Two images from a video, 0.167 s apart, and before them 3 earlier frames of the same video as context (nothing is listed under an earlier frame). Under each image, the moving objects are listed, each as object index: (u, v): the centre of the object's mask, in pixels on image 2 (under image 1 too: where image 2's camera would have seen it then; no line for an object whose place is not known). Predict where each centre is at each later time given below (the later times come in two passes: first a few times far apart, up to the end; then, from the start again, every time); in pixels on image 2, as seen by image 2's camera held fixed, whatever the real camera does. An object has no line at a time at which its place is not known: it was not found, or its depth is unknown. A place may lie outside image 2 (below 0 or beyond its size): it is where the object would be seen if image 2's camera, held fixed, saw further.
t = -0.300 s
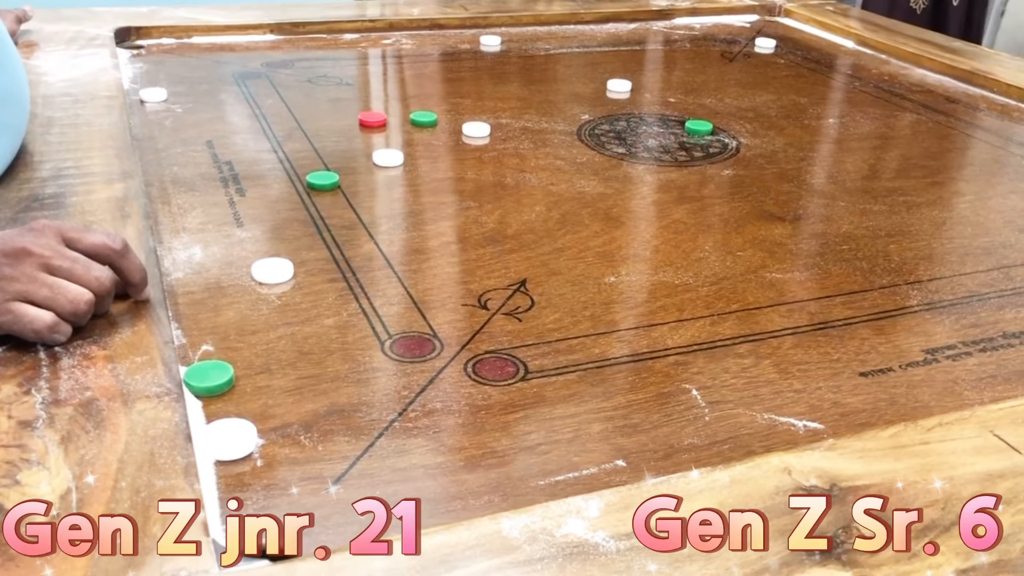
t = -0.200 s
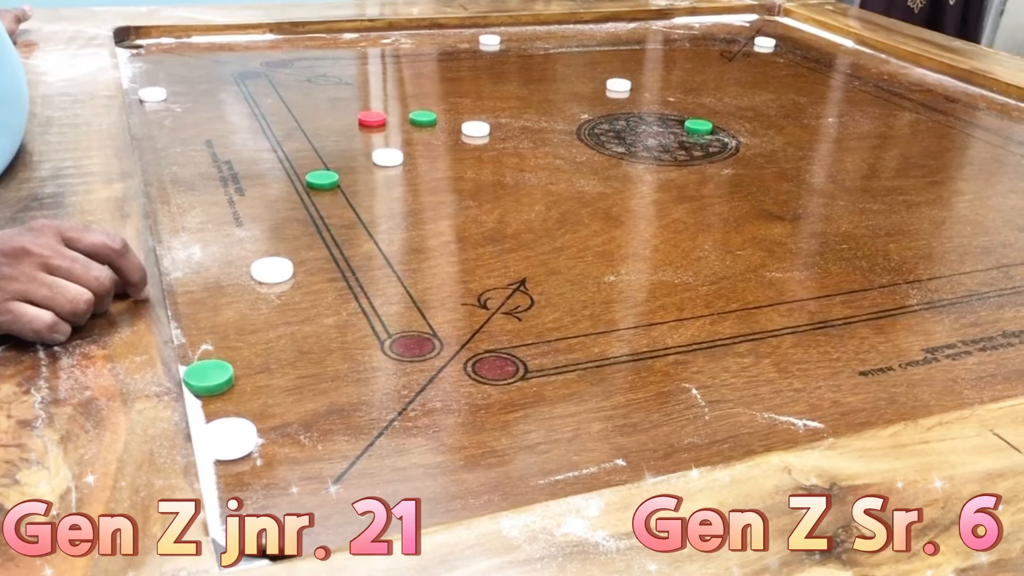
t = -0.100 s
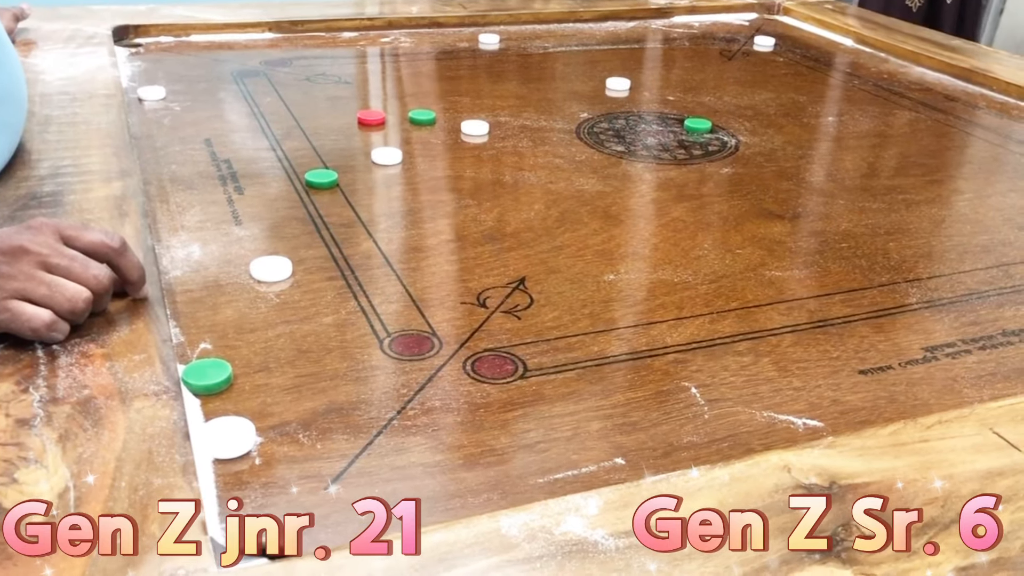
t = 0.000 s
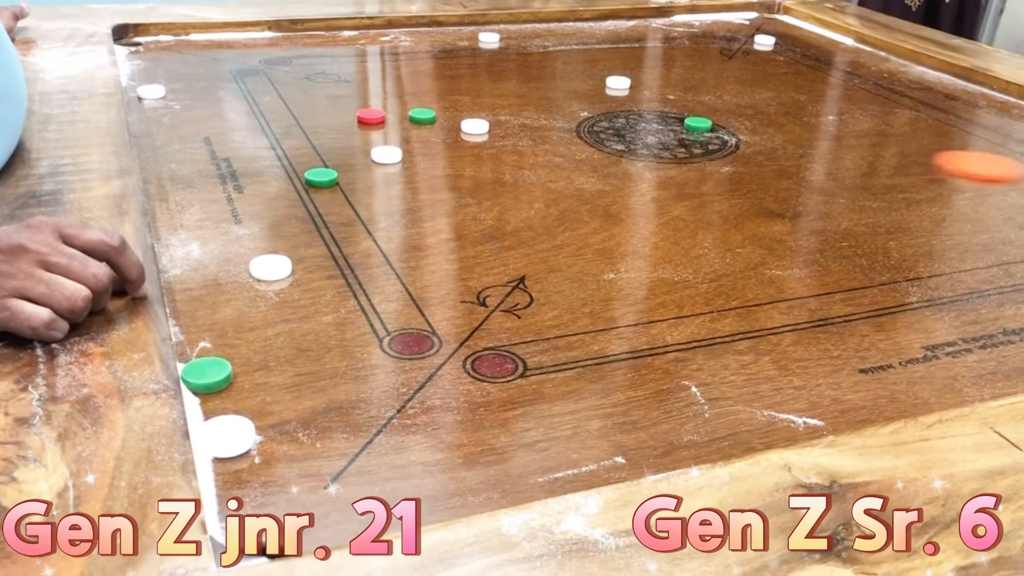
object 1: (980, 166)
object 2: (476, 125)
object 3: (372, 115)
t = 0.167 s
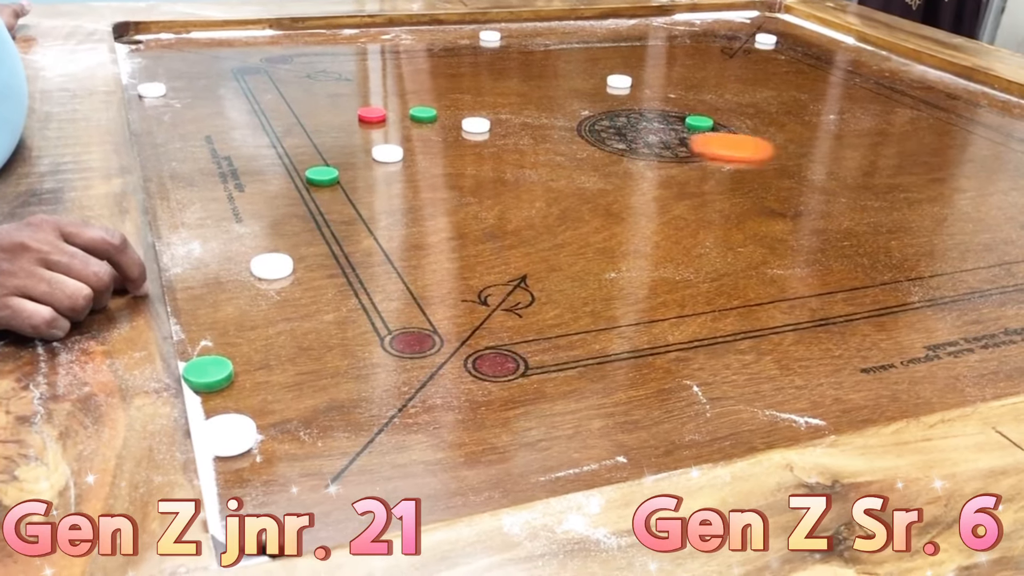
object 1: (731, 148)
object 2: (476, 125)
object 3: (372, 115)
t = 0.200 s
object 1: (686, 144)
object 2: (476, 125)
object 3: (372, 115)
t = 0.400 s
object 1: (468, 133)
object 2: (419, 119)
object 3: (372, 115)
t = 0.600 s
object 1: (352, 136)
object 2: (395, 108)
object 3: (230, 106)
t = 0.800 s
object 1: (263, 140)
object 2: (392, 105)
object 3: (165, 98)
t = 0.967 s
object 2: (392, 105)
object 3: (201, 95)
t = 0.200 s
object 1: (686, 144)
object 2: (476, 125)
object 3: (372, 115)
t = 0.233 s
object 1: (641, 142)
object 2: (476, 125)
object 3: (372, 115)
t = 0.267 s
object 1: (597, 139)
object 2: (476, 125)
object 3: (372, 114)
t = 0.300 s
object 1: (555, 137)
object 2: (476, 125)
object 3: (371, 114)
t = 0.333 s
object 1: (519, 134)
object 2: (467, 124)
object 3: (371, 115)
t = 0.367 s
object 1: (490, 133)
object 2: (443, 121)
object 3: (372, 114)
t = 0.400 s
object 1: (468, 133)
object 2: (419, 119)
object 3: (372, 115)
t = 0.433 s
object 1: (446, 134)
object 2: (399, 116)
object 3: (361, 114)
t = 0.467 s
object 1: (427, 134)
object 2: (398, 113)
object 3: (333, 112)
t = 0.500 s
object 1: (409, 134)
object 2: (397, 111)
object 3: (306, 110)
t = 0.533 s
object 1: (389, 134)
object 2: (396, 110)
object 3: (279, 108)
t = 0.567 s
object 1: (370, 135)
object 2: (395, 109)
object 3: (255, 108)
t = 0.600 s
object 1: (352, 136)
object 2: (395, 108)
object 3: (230, 106)
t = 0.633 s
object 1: (335, 137)
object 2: (394, 107)
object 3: (206, 104)
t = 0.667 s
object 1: (320, 138)
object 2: (393, 106)
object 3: (183, 103)
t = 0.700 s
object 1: (304, 138)
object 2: (393, 106)
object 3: (161, 102)
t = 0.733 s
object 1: (289, 139)
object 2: (393, 105)
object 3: (142, 100)
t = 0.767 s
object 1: (276, 139)
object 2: (392, 105)
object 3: (154, 98)
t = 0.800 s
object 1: (263, 140)
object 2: (392, 105)
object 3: (165, 98)
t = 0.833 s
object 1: (250, 141)
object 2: (392, 105)
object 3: (174, 97)
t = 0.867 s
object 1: (238, 141)
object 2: (392, 105)
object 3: (183, 96)
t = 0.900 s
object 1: (228, 141)
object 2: (392, 105)
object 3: (190, 96)
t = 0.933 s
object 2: (392, 105)
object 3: (196, 96)
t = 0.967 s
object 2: (392, 105)
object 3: (201, 95)
